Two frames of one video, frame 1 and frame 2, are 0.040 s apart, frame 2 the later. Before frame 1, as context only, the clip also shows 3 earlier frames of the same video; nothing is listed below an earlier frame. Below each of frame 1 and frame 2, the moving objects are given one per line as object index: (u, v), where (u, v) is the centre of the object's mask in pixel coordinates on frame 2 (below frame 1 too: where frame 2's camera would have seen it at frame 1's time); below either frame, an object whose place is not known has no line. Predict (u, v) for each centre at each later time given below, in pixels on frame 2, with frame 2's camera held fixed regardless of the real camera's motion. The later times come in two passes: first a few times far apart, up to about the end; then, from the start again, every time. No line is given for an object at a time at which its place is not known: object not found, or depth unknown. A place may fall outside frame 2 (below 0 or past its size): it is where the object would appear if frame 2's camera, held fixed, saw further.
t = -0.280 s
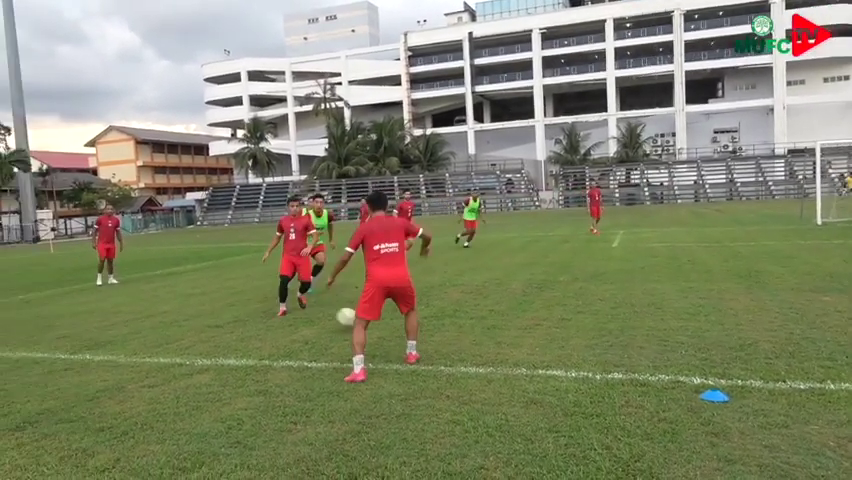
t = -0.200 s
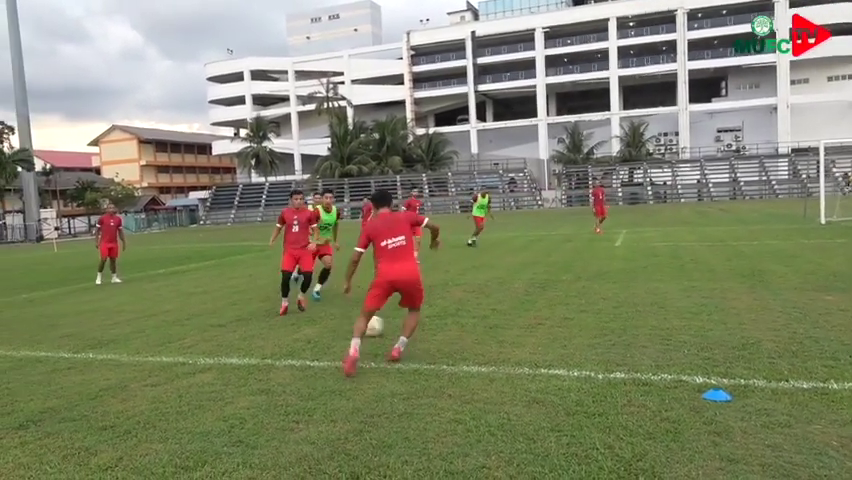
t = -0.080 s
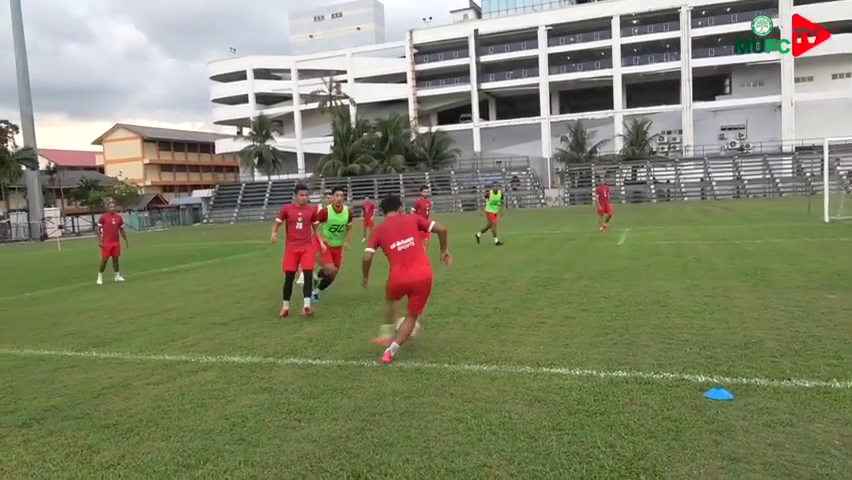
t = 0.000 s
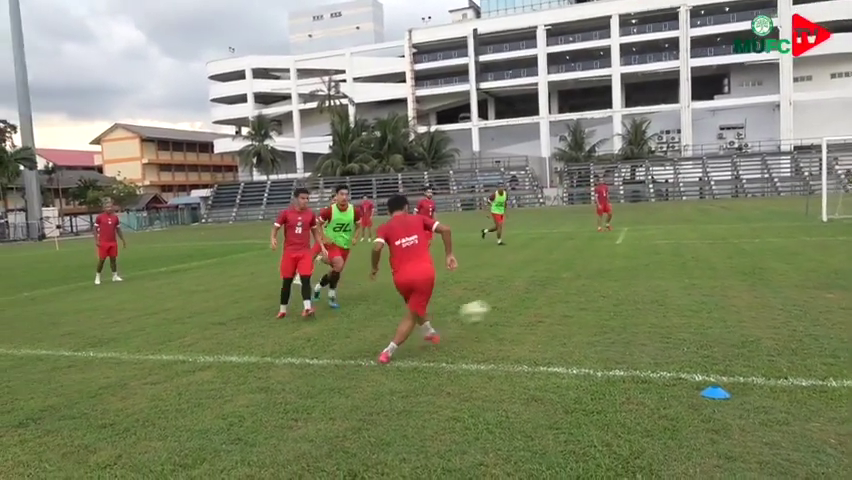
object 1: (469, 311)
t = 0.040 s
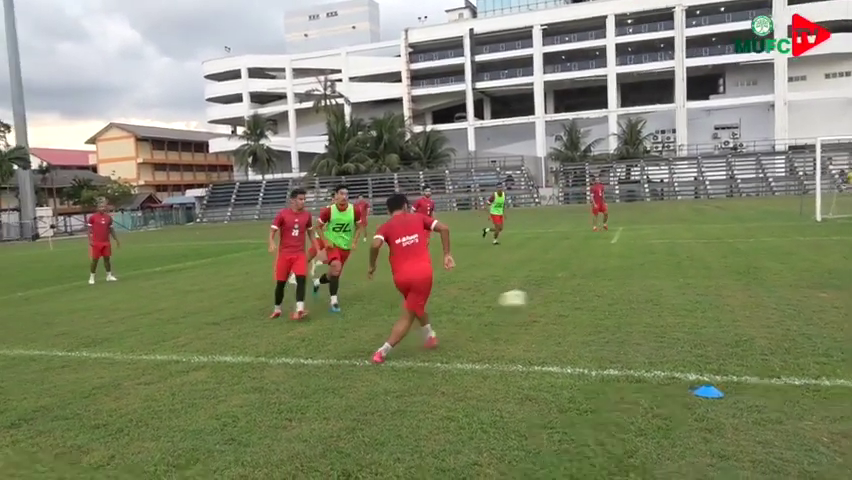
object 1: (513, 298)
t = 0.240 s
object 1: (701, 276)
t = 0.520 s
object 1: (879, 259)
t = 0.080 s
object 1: (554, 291)
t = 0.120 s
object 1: (594, 284)
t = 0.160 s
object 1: (632, 280)
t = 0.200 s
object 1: (667, 276)
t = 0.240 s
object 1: (701, 276)
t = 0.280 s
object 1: (733, 277)
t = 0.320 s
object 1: (764, 279)
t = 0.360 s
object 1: (793, 283)
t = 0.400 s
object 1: (819, 282)
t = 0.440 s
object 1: (840, 273)
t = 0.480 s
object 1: (860, 266)
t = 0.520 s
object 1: (879, 259)
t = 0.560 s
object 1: (899, 256)
